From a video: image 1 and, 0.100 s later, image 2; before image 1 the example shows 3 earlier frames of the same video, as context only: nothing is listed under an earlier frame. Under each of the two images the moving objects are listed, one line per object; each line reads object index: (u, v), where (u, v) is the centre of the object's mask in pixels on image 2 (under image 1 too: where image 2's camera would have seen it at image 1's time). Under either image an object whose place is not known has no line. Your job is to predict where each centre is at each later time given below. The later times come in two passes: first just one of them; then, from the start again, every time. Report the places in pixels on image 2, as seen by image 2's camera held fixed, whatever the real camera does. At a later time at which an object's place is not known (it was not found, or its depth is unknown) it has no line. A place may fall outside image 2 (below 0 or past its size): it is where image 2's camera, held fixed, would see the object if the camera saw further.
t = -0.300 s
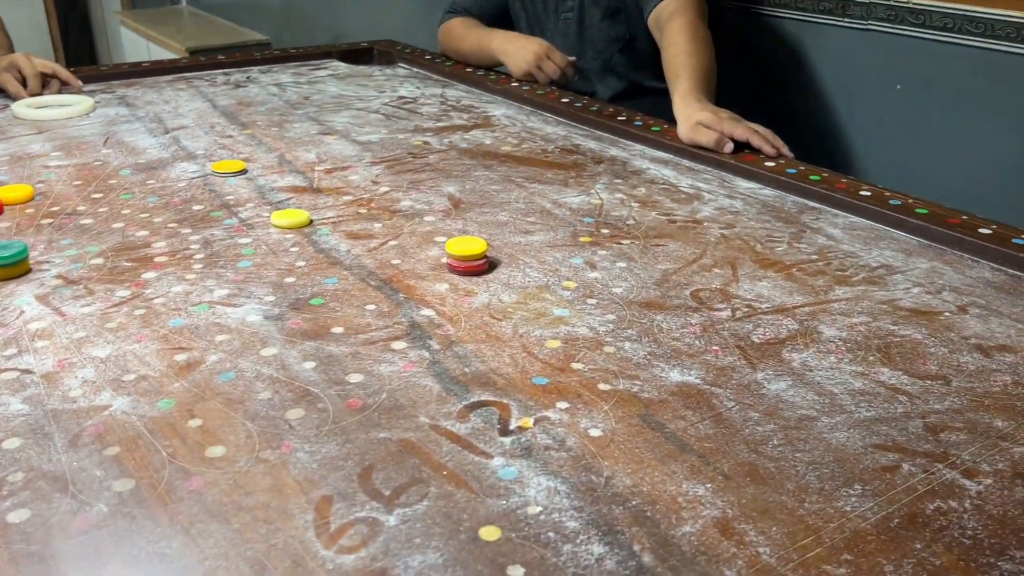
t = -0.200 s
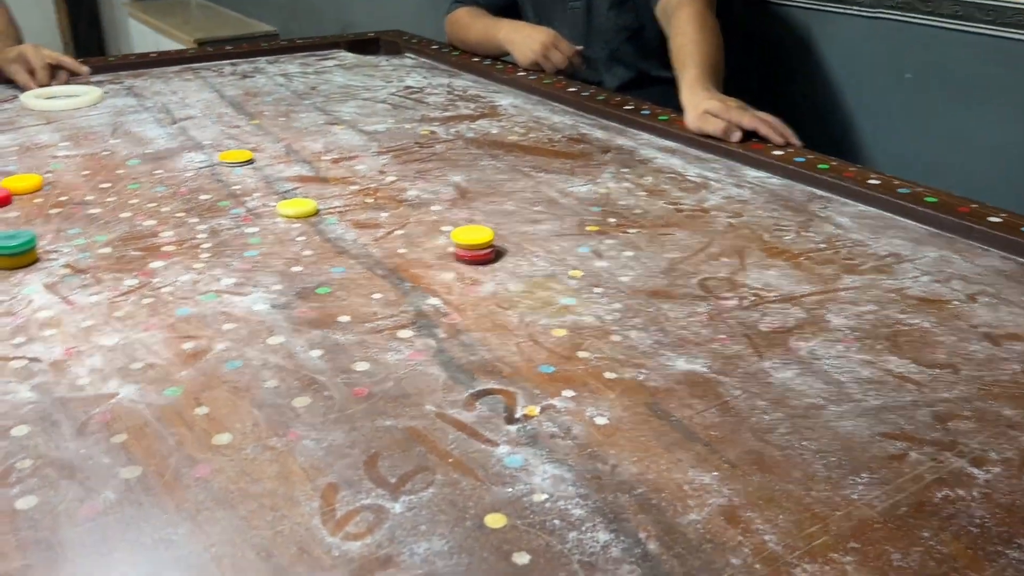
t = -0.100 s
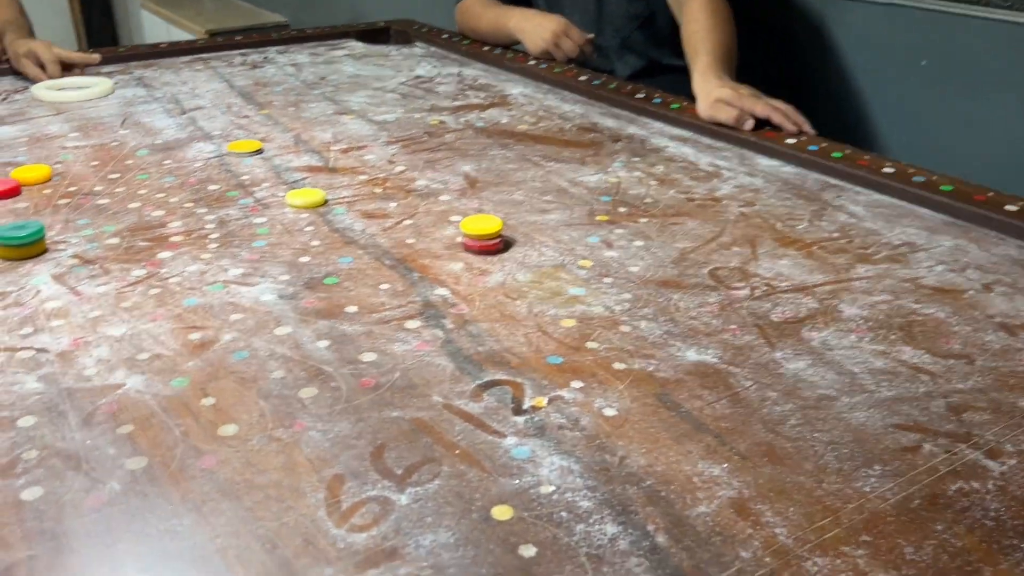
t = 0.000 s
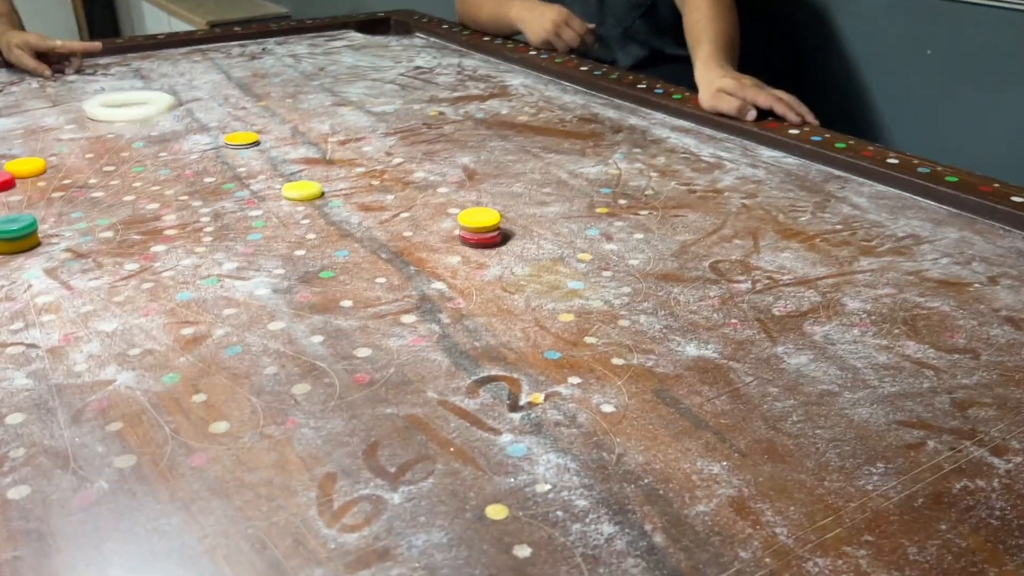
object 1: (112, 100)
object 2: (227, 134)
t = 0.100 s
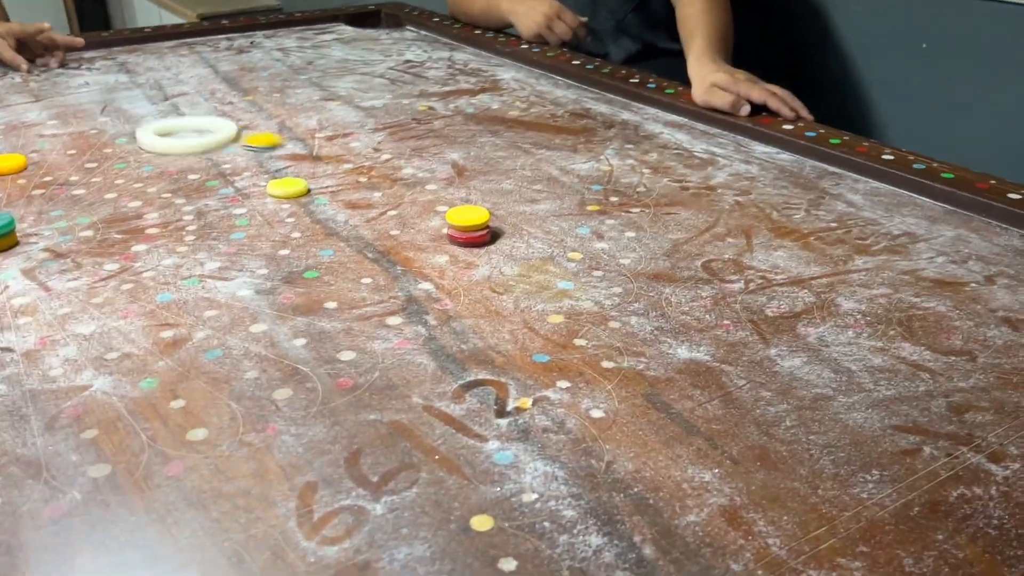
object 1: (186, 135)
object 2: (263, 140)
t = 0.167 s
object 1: (228, 159)
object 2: (372, 160)
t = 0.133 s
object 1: (206, 146)
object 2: (316, 150)
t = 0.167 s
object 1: (228, 159)
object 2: (372, 160)
